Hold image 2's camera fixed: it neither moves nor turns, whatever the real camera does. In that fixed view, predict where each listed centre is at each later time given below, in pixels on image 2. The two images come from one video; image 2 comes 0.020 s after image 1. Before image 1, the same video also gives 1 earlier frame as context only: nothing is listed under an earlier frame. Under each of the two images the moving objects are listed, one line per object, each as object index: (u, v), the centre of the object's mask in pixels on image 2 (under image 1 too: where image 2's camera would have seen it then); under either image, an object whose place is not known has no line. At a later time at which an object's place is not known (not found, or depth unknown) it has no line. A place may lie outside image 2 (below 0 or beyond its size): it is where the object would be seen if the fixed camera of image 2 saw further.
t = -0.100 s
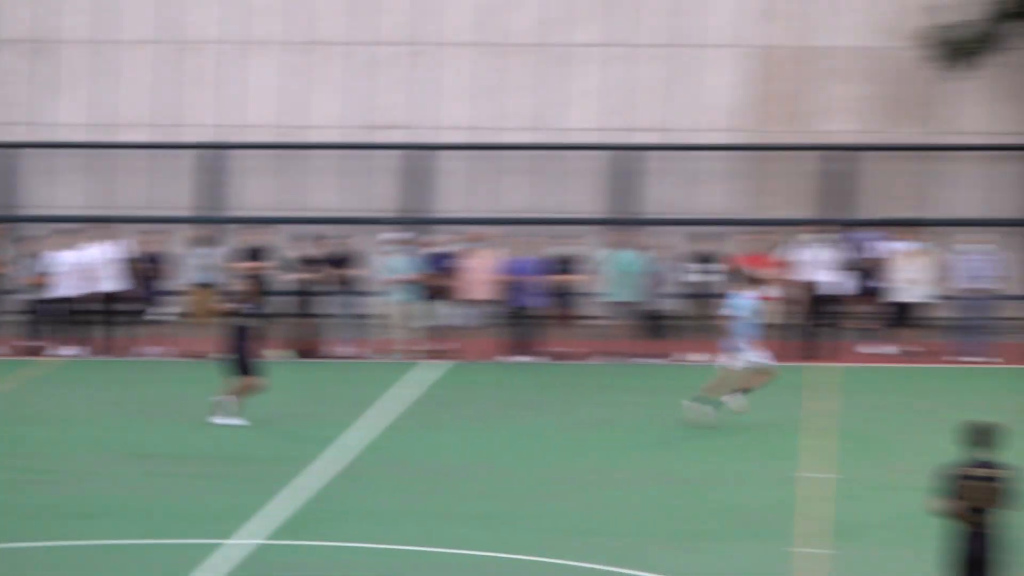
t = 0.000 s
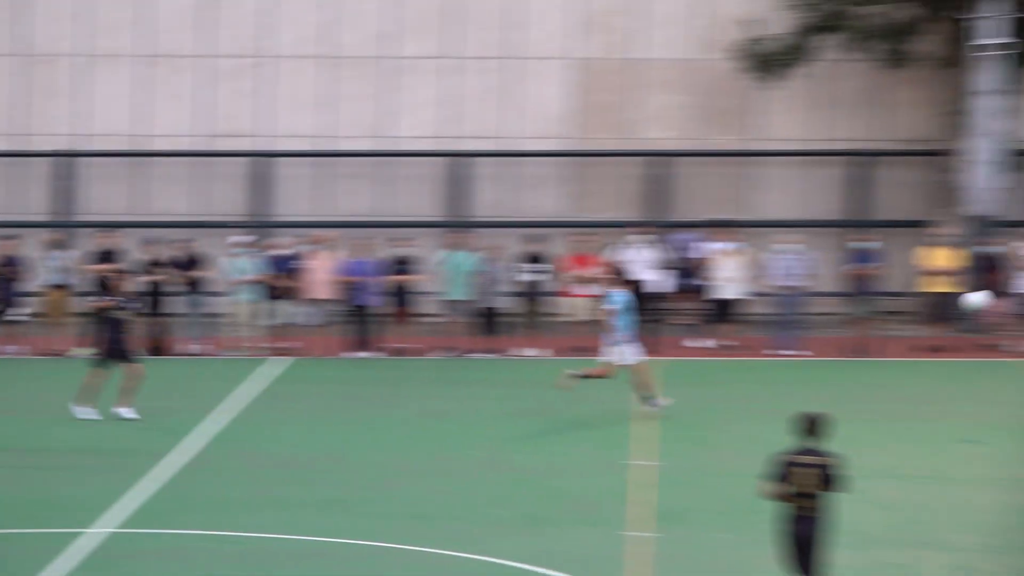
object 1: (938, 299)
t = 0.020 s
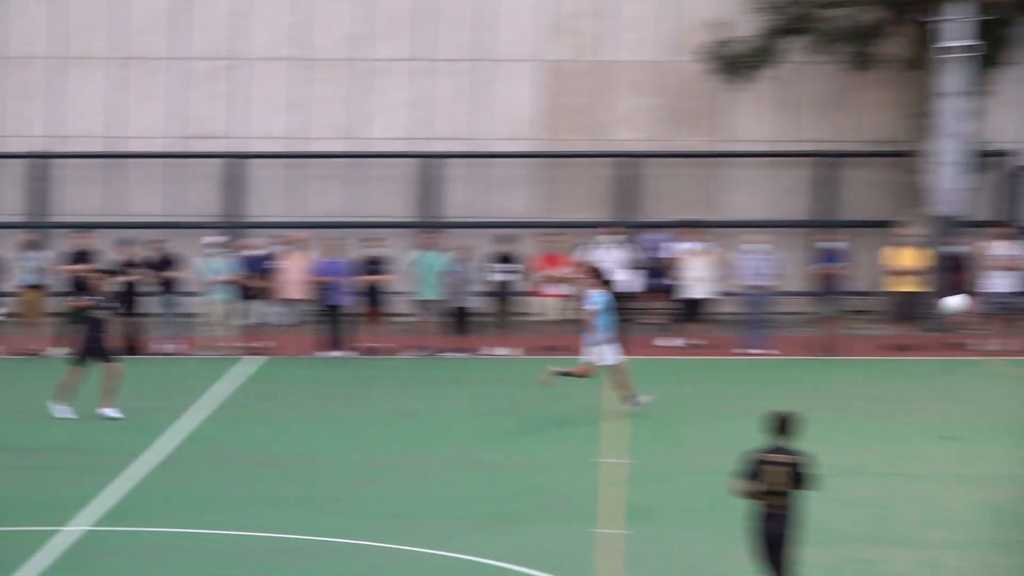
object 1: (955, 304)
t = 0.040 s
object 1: (972, 310)
